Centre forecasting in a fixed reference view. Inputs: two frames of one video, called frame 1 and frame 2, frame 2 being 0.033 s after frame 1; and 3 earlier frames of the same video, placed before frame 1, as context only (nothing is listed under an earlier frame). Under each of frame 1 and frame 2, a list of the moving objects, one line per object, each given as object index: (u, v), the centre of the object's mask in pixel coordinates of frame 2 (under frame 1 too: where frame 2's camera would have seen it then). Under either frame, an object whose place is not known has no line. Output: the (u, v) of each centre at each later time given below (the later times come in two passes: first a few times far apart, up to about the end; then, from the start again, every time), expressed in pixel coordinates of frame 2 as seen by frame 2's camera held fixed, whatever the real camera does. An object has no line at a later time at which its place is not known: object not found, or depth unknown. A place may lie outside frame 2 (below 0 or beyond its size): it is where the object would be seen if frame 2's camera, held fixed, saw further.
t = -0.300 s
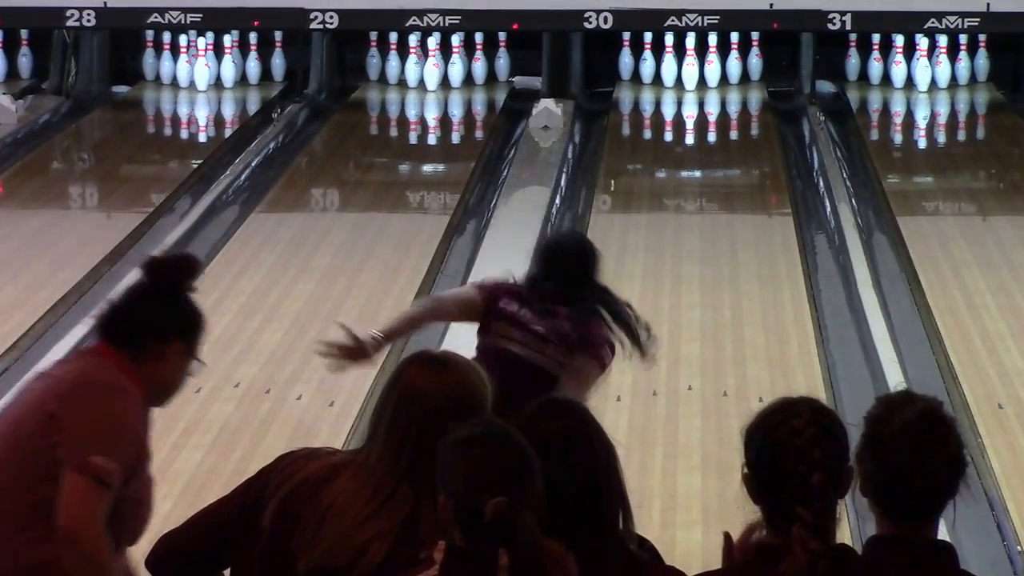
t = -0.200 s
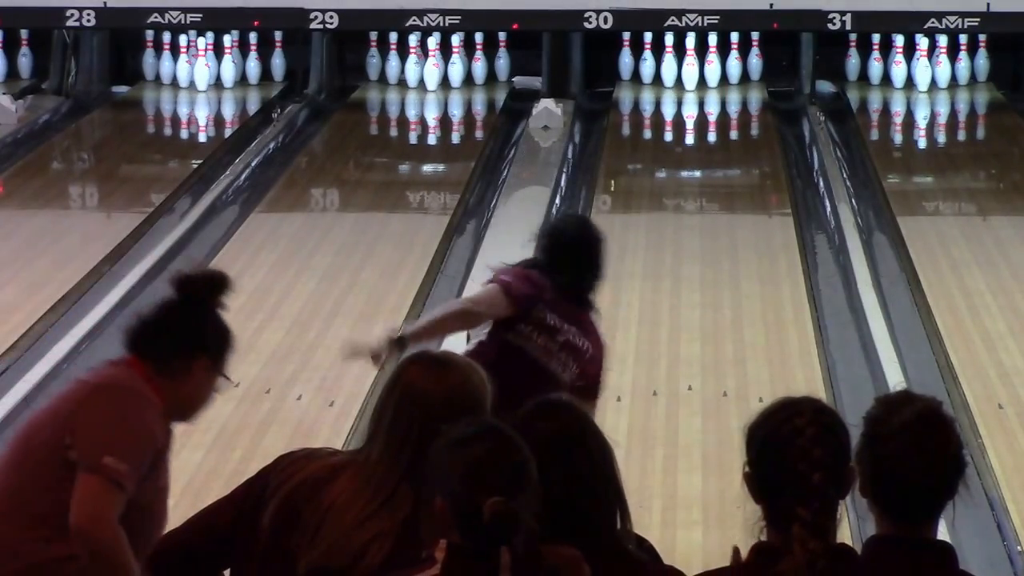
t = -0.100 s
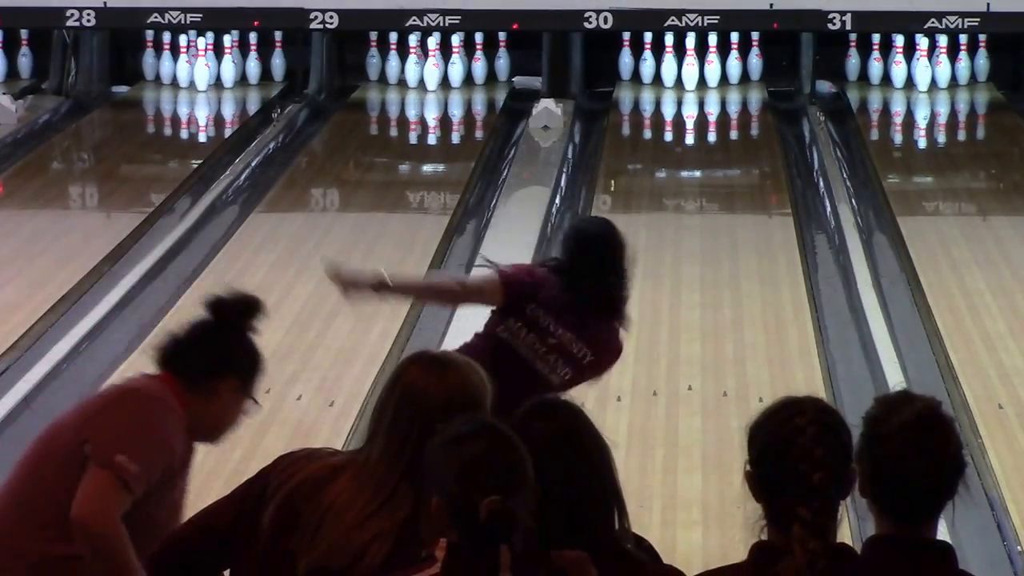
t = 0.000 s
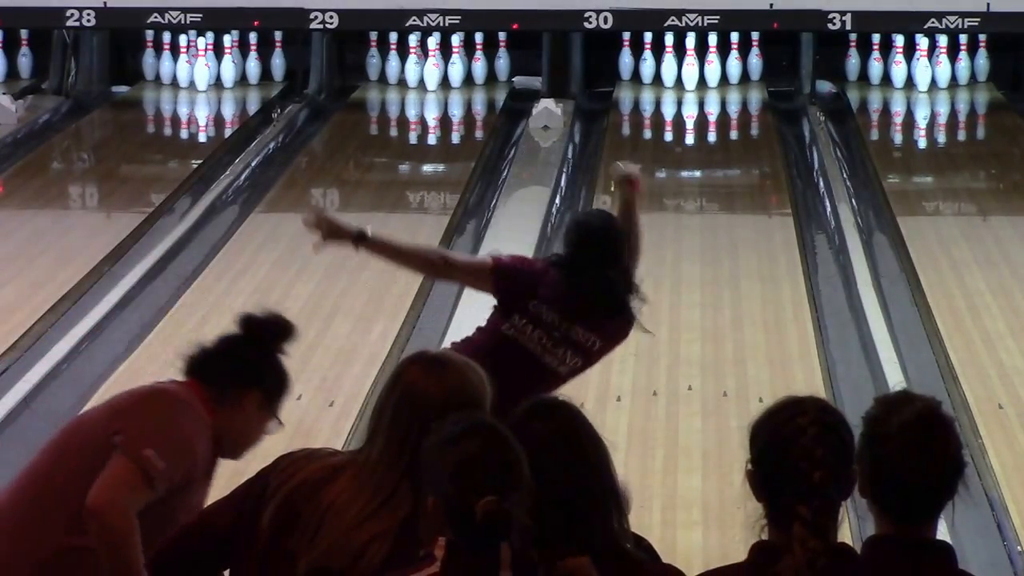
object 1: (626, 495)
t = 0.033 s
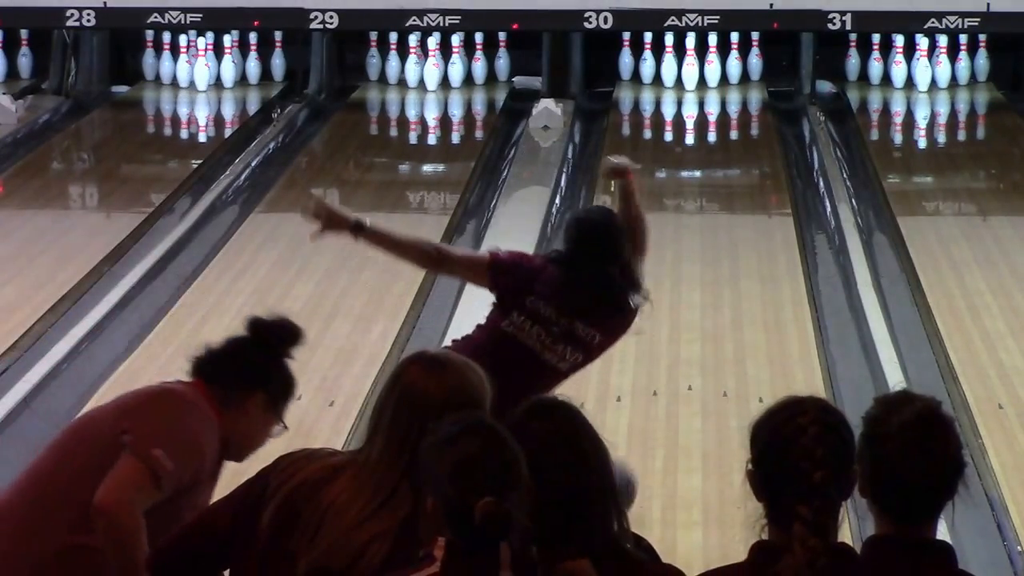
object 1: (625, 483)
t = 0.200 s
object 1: (631, 420)
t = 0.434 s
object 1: (661, 337)
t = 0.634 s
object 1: (680, 293)
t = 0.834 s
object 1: (696, 248)
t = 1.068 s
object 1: (710, 203)
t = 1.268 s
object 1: (718, 172)
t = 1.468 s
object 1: (723, 145)
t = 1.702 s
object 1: (724, 116)
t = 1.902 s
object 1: (718, 96)
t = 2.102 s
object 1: (707, 79)
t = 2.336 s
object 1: (709, 67)
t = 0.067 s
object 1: (625, 469)
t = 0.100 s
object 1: (625, 457)
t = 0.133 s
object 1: (626, 444)
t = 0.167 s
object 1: (627, 433)
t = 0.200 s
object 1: (631, 420)
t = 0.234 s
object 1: (636, 408)
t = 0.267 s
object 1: (641, 397)
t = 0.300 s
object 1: (645, 385)
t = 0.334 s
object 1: (649, 375)
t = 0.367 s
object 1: (653, 373)
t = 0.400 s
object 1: (660, 374)
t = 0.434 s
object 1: (661, 337)
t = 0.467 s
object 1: (665, 335)
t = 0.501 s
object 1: (668, 327)
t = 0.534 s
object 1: (671, 318)
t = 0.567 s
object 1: (674, 309)
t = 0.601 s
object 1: (678, 301)
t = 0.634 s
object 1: (680, 293)
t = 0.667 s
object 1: (683, 285)
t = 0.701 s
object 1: (686, 277)
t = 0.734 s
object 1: (689, 269)
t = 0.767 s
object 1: (691, 262)
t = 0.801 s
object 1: (693, 255)
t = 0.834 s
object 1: (696, 248)
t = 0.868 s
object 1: (698, 241)
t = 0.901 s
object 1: (700, 235)
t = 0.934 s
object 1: (702, 228)
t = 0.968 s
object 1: (704, 222)
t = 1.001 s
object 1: (706, 216)
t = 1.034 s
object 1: (708, 210)
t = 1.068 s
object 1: (710, 203)
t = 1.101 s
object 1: (711, 198)
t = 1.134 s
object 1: (713, 194)
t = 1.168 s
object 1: (714, 188)
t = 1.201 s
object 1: (715, 183)
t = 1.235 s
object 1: (717, 177)
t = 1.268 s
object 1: (718, 172)
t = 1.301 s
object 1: (719, 168)
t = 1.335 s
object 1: (720, 163)
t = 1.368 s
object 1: (721, 158)
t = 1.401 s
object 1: (722, 154)
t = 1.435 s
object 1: (723, 150)
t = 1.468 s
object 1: (723, 145)
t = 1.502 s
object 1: (723, 140)
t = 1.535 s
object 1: (724, 137)
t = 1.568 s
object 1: (723, 133)
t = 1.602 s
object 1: (724, 128)
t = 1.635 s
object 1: (724, 124)
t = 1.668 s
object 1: (724, 120)
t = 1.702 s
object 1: (724, 116)
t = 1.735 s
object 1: (724, 113)
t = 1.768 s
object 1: (723, 110)
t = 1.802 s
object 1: (722, 106)
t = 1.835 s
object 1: (721, 103)
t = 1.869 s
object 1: (719, 99)
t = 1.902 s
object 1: (718, 96)
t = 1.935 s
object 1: (717, 93)
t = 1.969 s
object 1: (716, 91)
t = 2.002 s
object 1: (714, 87)
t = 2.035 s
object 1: (712, 85)
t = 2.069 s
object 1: (710, 81)
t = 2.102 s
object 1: (707, 79)
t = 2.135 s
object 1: (707, 76)
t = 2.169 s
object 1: (709, 75)
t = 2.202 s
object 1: (711, 73)
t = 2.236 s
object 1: (711, 71)
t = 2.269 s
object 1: (711, 70)
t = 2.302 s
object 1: (710, 68)
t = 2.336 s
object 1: (709, 67)
